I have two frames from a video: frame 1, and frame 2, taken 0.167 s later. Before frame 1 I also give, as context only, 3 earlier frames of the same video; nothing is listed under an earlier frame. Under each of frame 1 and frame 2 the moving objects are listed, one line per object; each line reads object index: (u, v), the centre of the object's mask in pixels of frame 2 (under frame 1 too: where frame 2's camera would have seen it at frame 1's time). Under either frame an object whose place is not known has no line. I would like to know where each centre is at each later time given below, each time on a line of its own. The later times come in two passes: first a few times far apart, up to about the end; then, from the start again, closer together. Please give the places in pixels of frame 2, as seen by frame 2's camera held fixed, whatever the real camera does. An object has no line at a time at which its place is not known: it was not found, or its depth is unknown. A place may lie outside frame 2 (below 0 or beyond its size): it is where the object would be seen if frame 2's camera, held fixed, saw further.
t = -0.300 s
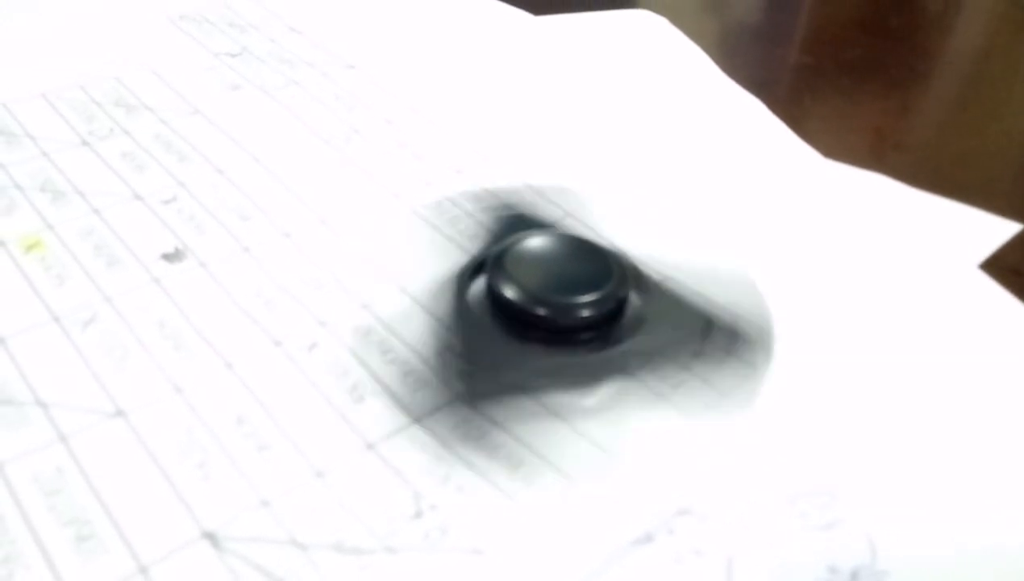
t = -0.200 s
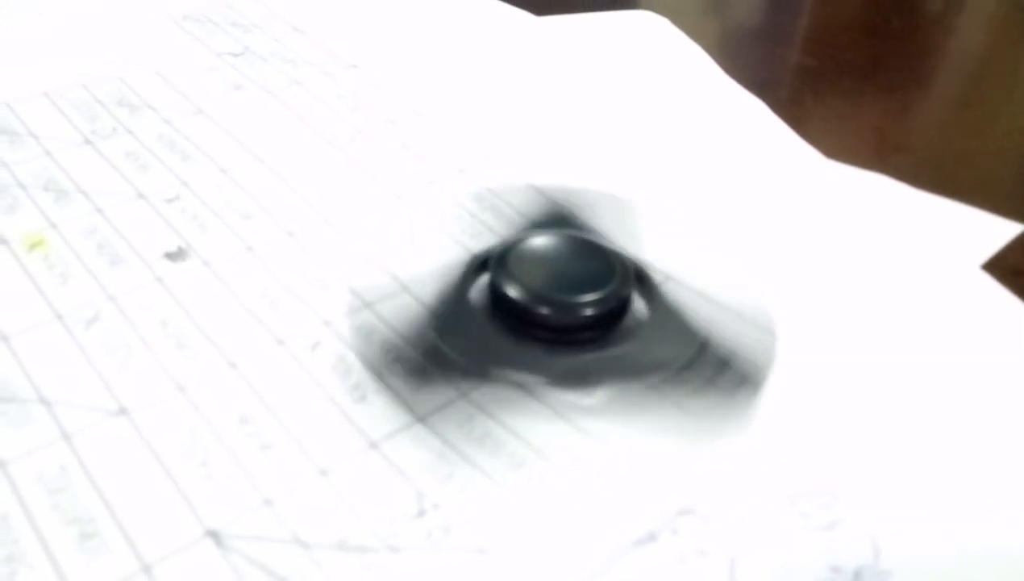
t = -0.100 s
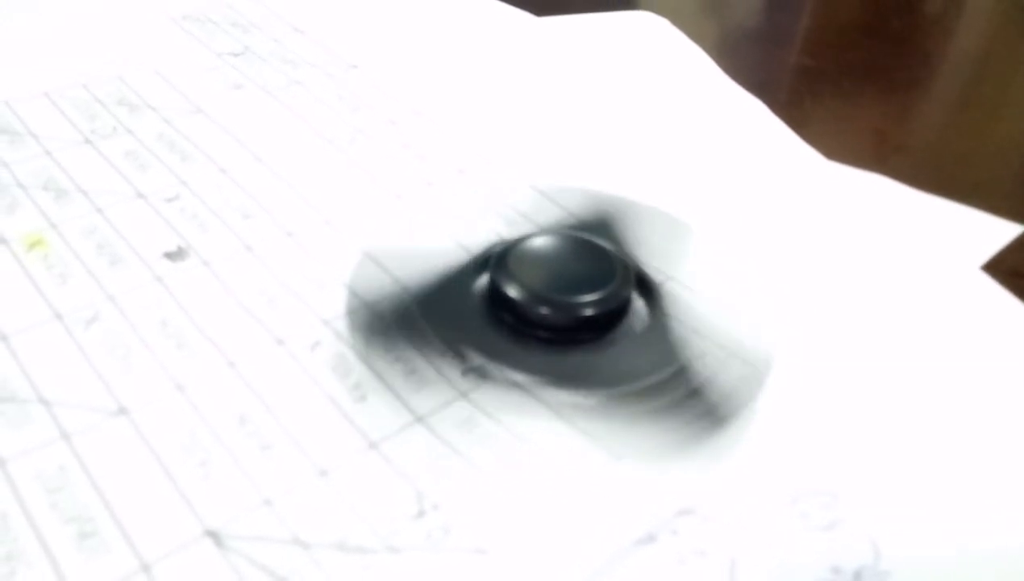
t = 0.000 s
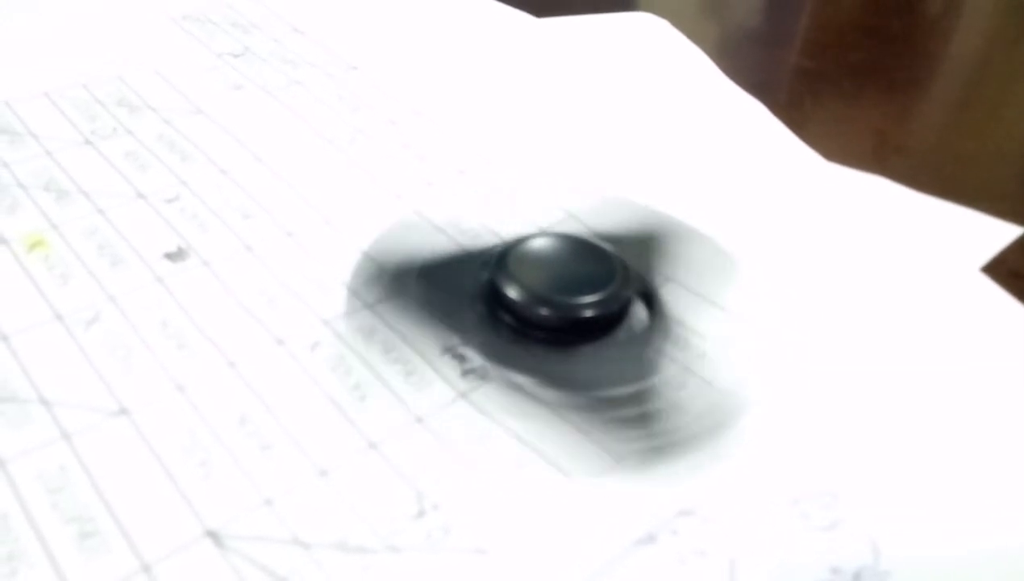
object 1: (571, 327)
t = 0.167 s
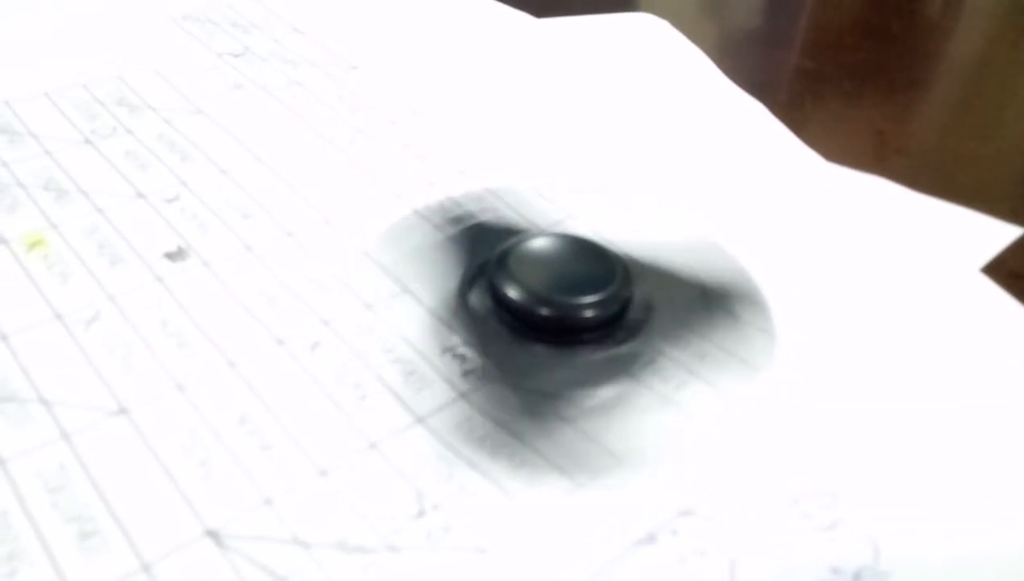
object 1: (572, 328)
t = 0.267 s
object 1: (565, 337)
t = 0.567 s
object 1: (574, 331)
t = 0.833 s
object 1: (570, 325)
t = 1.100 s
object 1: (576, 316)
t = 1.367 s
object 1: (572, 315)
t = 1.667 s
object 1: (571, 327)
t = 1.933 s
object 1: (577, 330)
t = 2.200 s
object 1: (571, 336)
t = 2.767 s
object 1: (577, 321)
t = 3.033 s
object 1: (577, 326)
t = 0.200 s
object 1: (570, 331)
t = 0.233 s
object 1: (570, 335)
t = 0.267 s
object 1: (565, 337)
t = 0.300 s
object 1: (563, 332)
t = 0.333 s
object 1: (563, 317)
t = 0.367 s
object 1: (571, 316)
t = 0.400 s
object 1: (573, 316)
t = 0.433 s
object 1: (576, 317)
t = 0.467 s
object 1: (571, 327)
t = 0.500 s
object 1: (572, 327)
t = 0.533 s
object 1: (570, 330)
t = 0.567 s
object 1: (574, 331)
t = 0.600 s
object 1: (572, 330)
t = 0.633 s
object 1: (570, 332)
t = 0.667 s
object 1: (563, 337)
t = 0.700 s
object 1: (559, 336)
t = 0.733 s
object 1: (561, 327)
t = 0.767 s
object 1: (572, 324)
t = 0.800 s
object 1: (571, 325)
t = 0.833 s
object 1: (570, 325)
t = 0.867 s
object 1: (569, 328)
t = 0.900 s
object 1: (572, 330)
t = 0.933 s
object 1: (573, 331)
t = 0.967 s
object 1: (570, 337)
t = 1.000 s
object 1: (564, 338)
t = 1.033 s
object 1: (559, 336)
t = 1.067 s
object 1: (570, 317)
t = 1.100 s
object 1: (576, 316)
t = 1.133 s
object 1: (572, 327)
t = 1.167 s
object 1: (569, 327)
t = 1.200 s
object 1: (572, 330)
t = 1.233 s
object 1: (573, 331)
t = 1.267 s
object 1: (564, 334)
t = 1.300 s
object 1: (560, 333)
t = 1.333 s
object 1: (564, 321)
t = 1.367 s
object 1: (572, 315)
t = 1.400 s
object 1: (570, 325)
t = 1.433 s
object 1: (571, 327)
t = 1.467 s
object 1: (575, 331)
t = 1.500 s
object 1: (575, 332)
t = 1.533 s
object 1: (565, 332)
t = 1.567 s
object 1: (562, 323)
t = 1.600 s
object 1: (570, 321)
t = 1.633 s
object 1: (574, 325)
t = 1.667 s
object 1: (571, 327)
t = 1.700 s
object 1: (574, 329)
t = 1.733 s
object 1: (573, 332)
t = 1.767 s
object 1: (565, 337)
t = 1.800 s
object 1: (562, 313)
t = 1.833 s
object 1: (575, 316)
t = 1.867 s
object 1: (569, 326)
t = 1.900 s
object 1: (570, 326)
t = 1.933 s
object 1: (577, 330)
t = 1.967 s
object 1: (571, 331)
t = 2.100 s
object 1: (575, 326)
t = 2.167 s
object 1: (573, 332)
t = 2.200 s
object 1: (571, 336)
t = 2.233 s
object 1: (575, 321)
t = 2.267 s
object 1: (582, 321)
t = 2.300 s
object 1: (581, 325)
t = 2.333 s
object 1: (577, 330)
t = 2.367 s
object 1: (581, 334)
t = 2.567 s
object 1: (578, 334)
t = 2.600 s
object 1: (576, 319)
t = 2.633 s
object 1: (568, 312)
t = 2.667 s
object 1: (575, 321)
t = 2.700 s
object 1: (575, 326)
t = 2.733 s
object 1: (572, 332)
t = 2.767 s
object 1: (577, 321)
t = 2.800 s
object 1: (566, 312)
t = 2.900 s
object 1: (575, 333)
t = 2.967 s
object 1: (577, 311)
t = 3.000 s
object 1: (587, 319)
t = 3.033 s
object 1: (577, 326)
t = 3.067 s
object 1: (591, 325)
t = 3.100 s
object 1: (580, 316)
